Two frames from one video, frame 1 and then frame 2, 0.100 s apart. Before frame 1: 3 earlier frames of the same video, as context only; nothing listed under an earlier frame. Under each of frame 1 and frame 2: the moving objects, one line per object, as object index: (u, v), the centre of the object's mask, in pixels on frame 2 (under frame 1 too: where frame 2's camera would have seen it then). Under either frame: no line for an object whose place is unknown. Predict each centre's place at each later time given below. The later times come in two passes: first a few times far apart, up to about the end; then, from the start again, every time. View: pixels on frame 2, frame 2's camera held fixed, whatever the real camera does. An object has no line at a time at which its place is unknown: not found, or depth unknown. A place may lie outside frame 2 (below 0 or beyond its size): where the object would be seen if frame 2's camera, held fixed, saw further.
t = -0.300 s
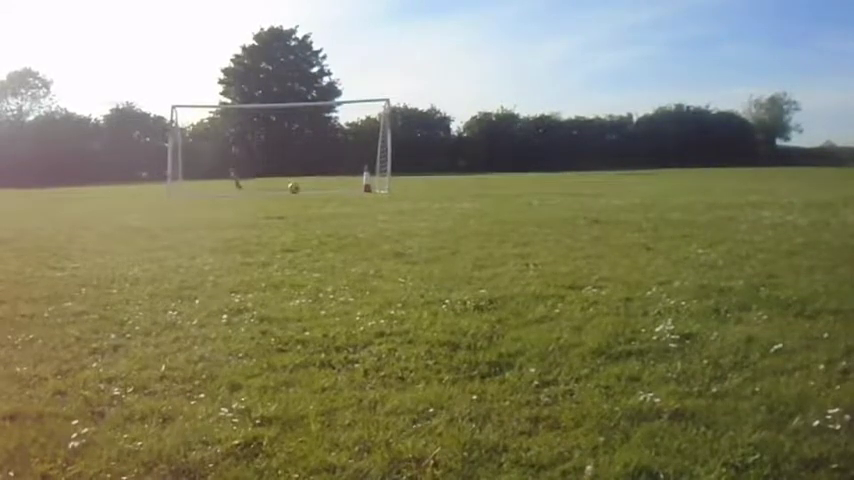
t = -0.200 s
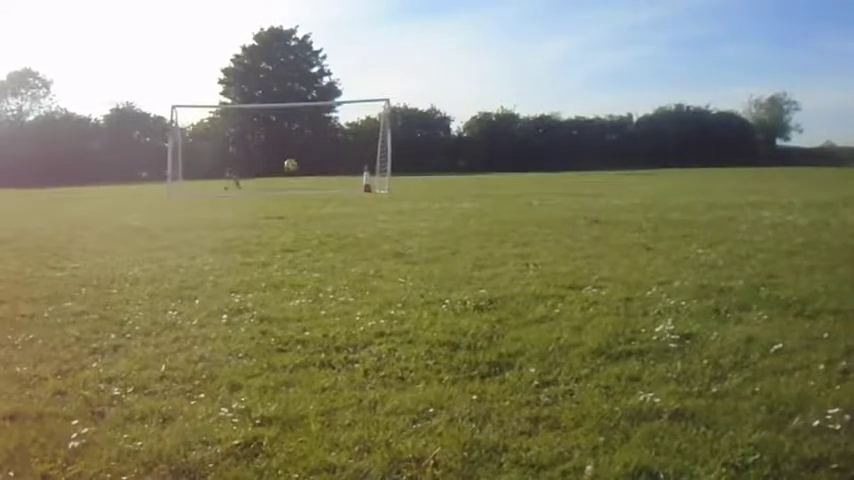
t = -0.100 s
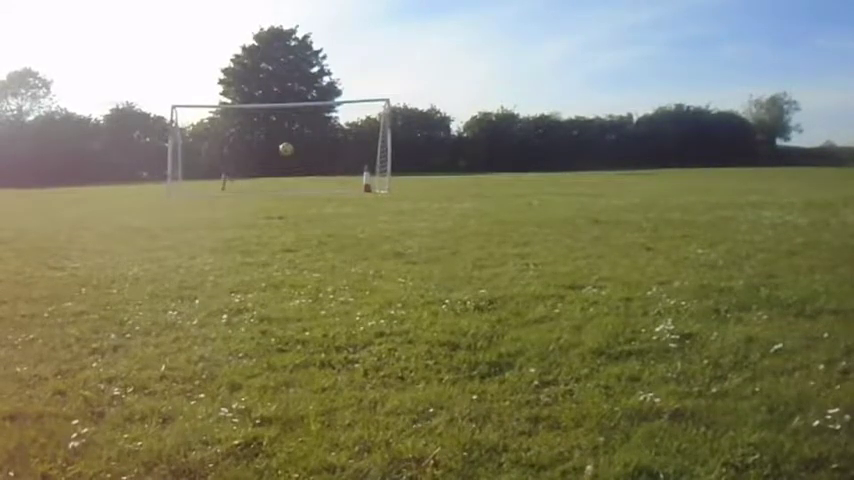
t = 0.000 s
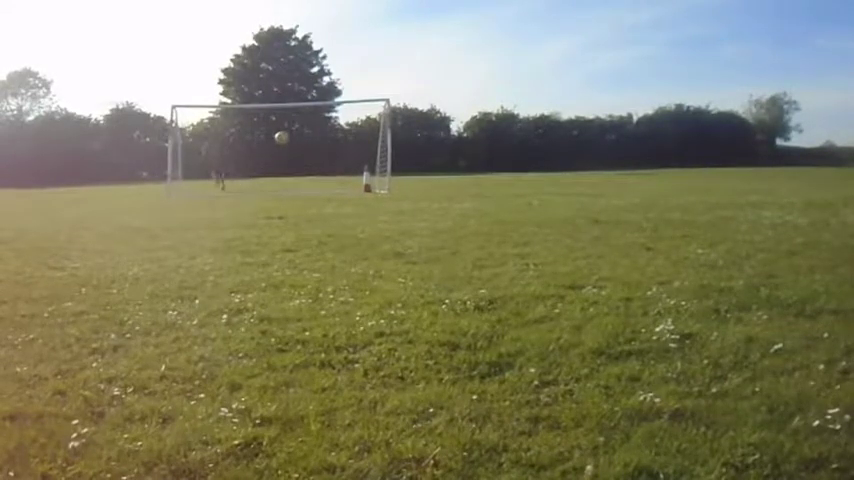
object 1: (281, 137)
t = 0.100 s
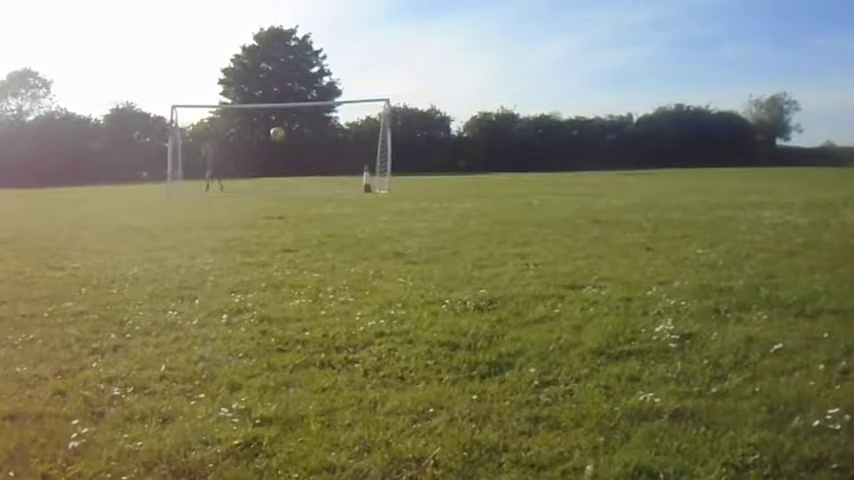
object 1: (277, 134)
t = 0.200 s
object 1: (272, 136)
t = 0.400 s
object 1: (263, 165)
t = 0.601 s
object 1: (253, 200)
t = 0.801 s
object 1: (244, 175)
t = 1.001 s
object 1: (234, 183)
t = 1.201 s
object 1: (223, 213)
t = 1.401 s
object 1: (210, 202)
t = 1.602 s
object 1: (195, 225)
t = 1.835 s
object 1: (173, 233)
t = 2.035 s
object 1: (154, 240)
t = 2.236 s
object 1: (131, 246)
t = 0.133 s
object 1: (276, 133)
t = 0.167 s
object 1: (274, 134)
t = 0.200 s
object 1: (272, 136)
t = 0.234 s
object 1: (271, 138)
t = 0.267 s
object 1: (269, 142)
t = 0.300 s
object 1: (268, 146)
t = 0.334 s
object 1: (266, 151)
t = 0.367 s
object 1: (265, 157)
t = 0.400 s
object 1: (263, 165)
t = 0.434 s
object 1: (261, 173)
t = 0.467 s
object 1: (260, 182)
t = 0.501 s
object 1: (258, 193)
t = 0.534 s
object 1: (256, 204)
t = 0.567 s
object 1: (255, 207)
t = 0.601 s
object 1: (253, 200)
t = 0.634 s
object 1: (251, 193)
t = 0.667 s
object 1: (250, 188)
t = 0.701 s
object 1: (248, 184)
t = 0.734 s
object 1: (247, 180)
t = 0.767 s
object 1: (245, 177)
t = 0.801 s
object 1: (244, 175)
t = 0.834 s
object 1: (242, 174)
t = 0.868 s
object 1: (241, 174)
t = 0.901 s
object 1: (239, 174)
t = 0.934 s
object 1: (237, 177)
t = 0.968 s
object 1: (236, 179)
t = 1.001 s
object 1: (234, 183)
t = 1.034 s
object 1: (232, 189)
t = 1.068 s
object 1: (230, 195)
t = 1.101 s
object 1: (229, 203)
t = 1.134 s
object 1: (227, 213)
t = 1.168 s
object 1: (225, 217)
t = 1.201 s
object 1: (223, 213)
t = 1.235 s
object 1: (221, 209)
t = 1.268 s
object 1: (218, 205)
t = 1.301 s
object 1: (216, 202)
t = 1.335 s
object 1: (214, 201)
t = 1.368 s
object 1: (213, 200)
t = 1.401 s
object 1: (210, 202)
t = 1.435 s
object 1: (207, 204)
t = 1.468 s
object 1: (205, 207)
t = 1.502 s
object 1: (202, 212)
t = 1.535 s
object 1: (200, 219)
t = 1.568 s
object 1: (198, 226)
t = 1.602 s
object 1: (195, 225)
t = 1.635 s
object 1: (191, 222)
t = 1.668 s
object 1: (188, 220)
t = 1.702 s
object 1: (185, 220)
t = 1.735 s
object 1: (182, 222)
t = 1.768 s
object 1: (179, 224)
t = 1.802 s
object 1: (176, 229)
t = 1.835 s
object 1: (173, 233)
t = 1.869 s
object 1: (170, 234)
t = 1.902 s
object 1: (166, 233)
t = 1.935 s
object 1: (163, 233)
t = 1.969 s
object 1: (160, 234)
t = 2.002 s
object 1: (157, 238)
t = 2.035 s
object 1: (154, 240)
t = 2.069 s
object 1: (150, 240)
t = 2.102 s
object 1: (146, 238)
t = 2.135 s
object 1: (142, 238)
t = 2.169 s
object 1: (139, 237)
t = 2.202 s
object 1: (135, 240)
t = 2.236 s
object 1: (131, 246)
